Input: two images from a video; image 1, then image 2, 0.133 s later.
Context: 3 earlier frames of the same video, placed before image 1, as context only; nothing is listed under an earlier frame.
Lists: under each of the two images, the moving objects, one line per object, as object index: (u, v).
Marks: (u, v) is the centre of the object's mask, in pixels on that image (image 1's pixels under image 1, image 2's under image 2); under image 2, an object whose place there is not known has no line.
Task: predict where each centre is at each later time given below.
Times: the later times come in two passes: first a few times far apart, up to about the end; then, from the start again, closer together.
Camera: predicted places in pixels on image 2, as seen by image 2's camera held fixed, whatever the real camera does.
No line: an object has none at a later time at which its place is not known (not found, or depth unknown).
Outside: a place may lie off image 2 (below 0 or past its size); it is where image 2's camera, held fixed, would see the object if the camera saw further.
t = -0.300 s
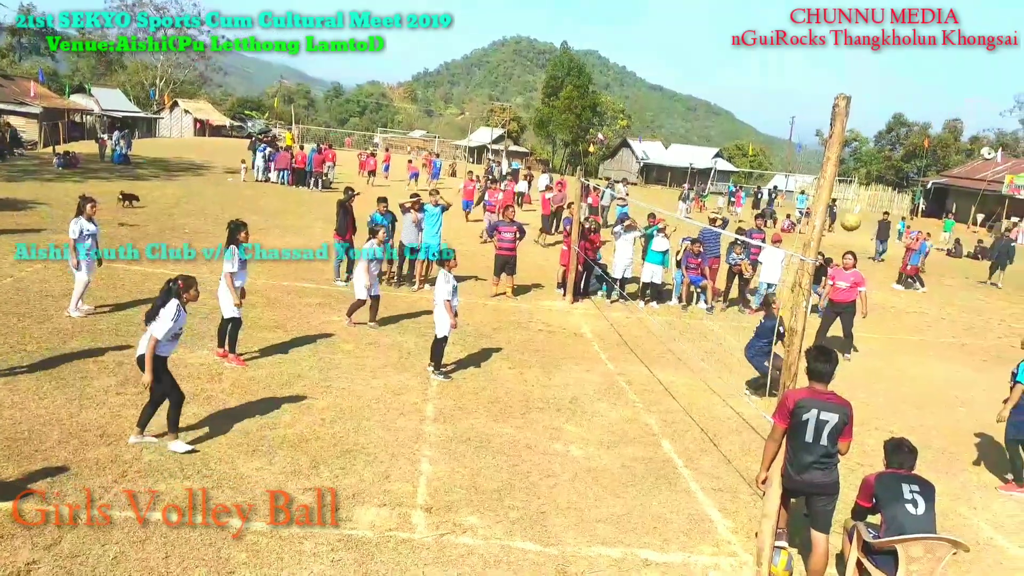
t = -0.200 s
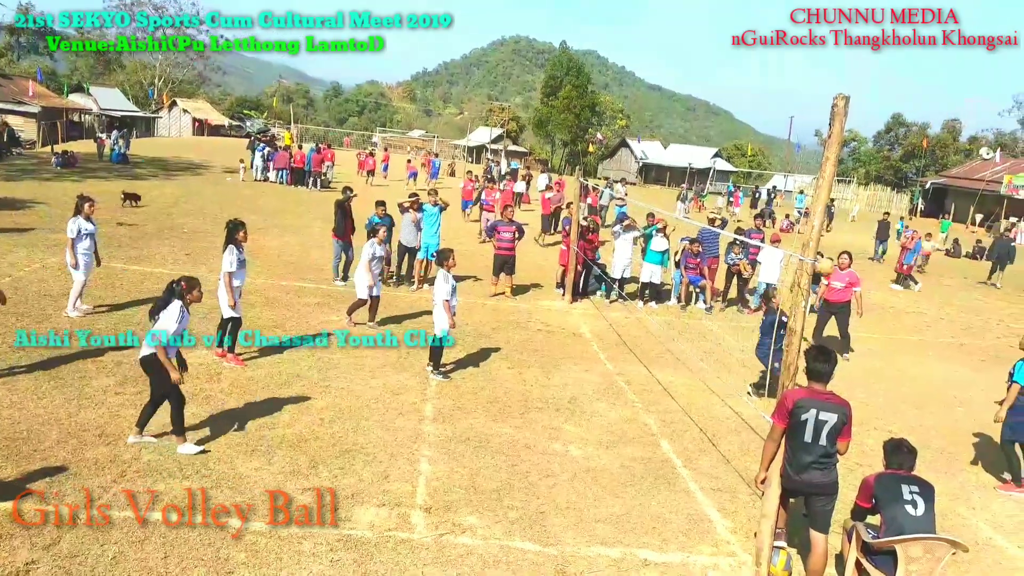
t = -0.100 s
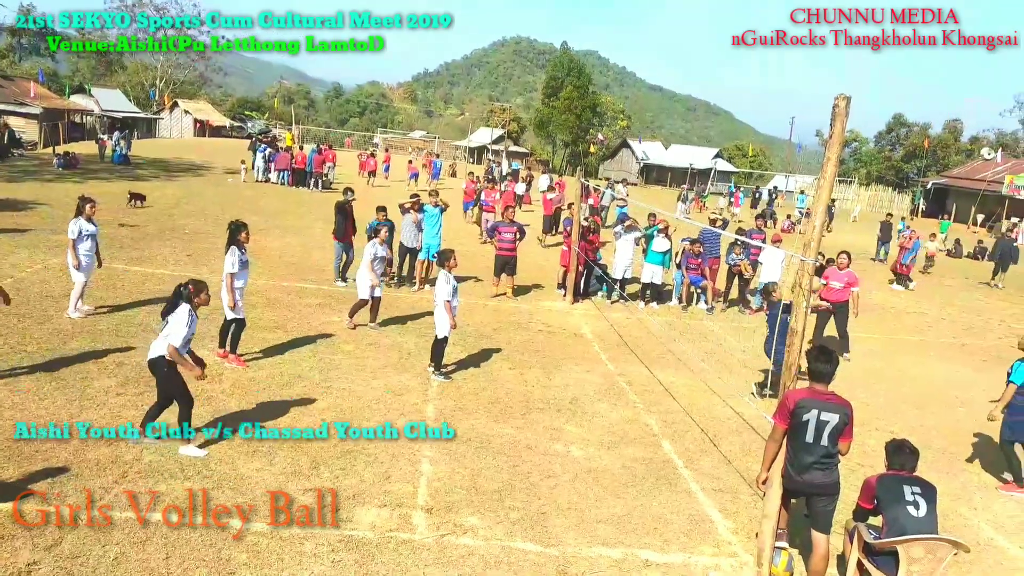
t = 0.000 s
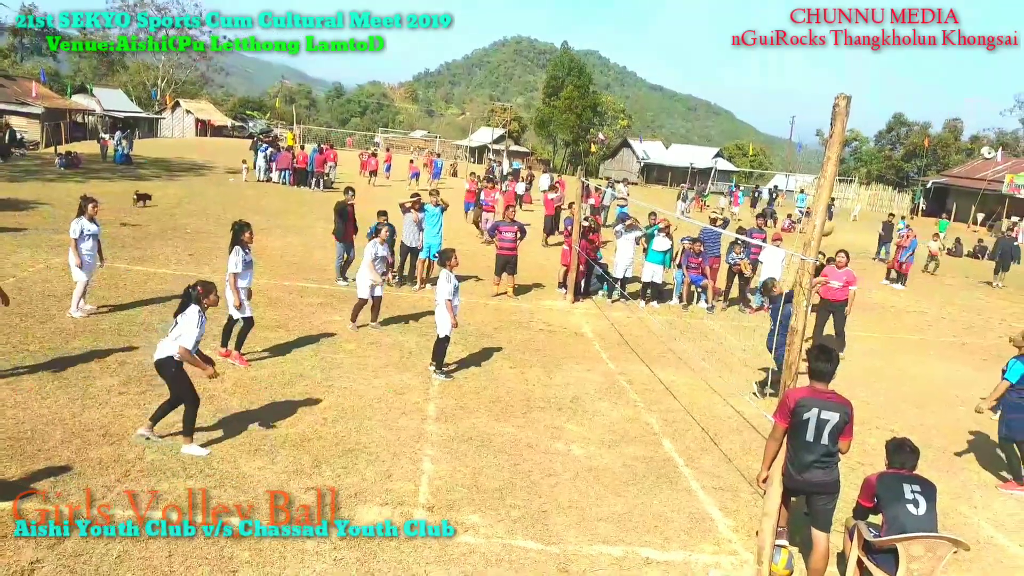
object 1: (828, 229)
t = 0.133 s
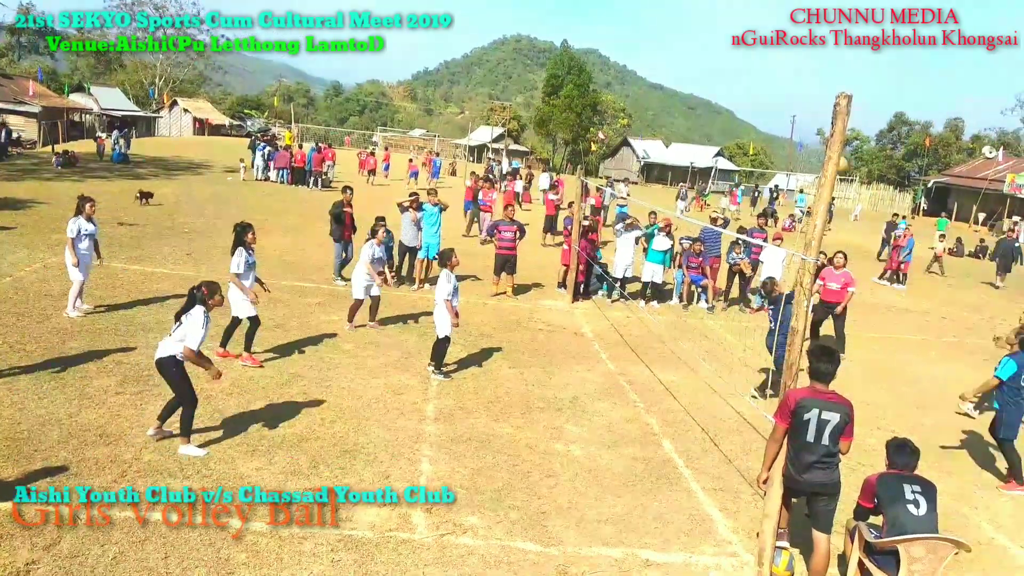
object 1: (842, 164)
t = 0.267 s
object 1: (852, 119)
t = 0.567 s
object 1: (860, 69)
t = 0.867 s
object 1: (858, 97)
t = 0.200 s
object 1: (849, 139)
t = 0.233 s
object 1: (851, 129)
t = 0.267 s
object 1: (852, 119)
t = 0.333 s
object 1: (857, 101)
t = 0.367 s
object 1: (856, 92)
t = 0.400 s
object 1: (856, 86)
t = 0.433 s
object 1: (856, 81)
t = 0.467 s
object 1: (858, 76)
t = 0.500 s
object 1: (859, 73)
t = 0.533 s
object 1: (859, 70)
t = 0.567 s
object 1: (860, 69)
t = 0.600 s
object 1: (860, 68)
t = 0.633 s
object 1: (861, 68)
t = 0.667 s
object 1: (861, 70)
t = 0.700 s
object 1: (861, 71)
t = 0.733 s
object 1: (860, 76)
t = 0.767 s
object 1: (860, 80)
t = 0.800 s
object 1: (859, 85)
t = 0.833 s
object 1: (858, 91)
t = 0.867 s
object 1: (858, 97)
